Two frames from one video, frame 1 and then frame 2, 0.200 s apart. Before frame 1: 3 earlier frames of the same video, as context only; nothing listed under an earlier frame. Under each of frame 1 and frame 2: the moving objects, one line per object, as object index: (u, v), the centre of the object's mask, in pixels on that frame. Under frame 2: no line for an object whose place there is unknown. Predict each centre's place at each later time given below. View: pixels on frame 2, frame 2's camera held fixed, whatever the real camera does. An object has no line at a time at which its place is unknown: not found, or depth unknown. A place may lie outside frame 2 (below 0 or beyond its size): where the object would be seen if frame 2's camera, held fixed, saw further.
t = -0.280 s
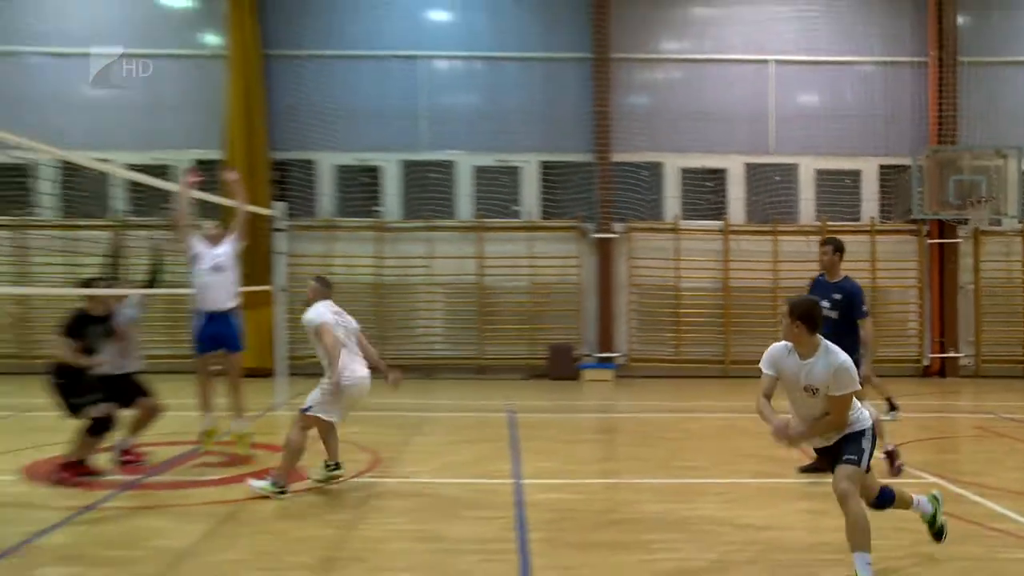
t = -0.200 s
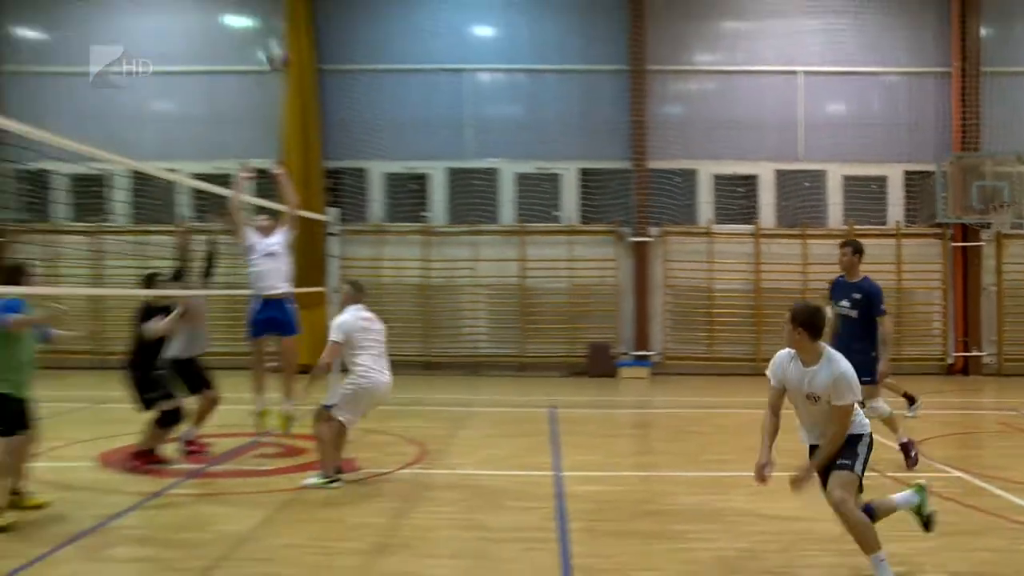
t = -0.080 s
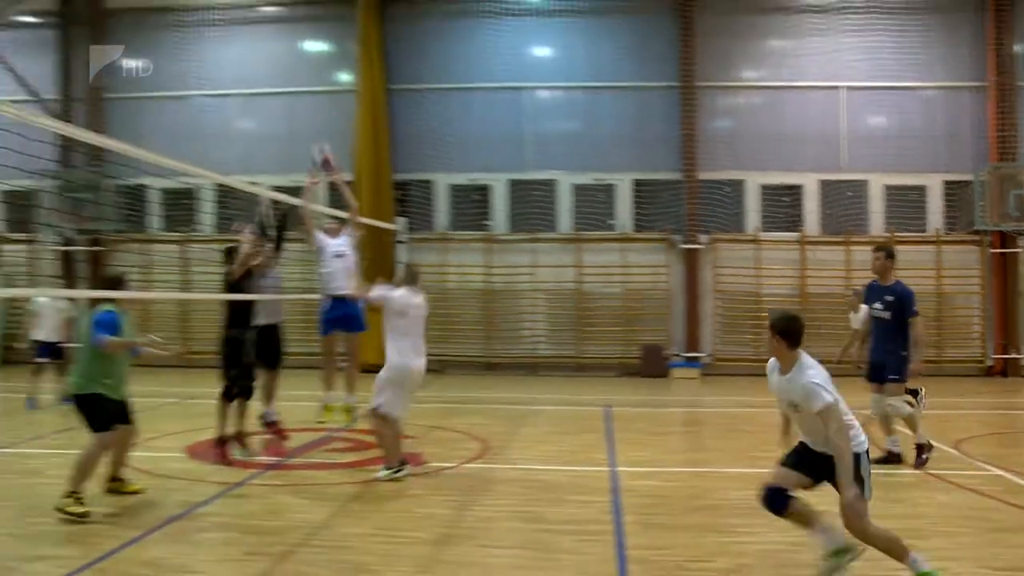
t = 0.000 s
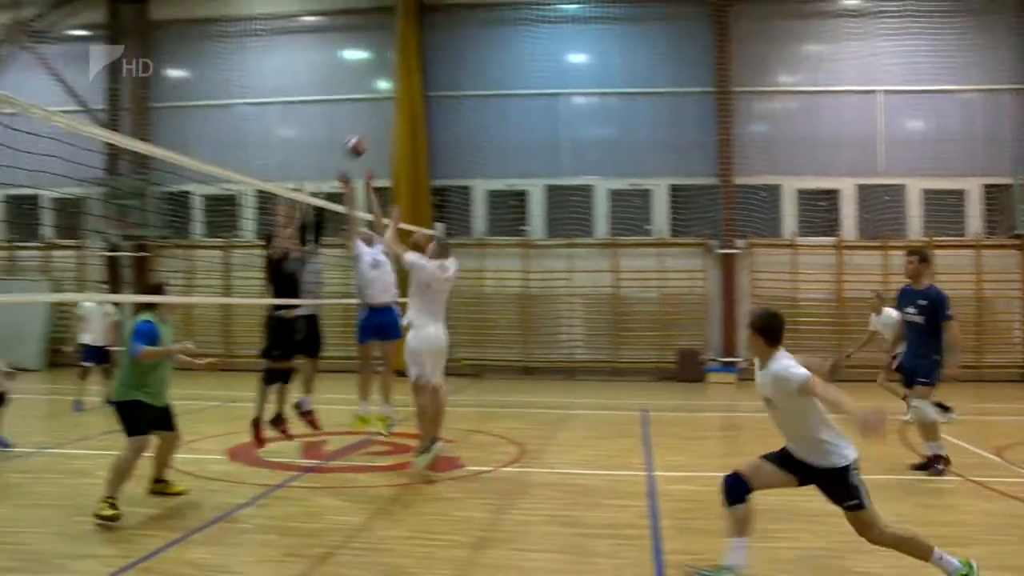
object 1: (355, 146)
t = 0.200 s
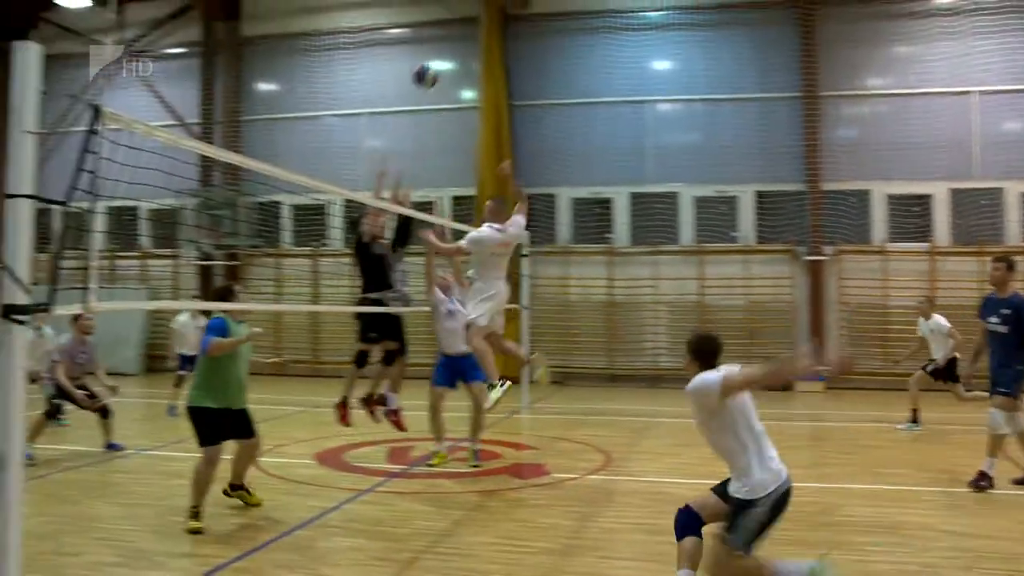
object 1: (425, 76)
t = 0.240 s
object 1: (421, 64)
